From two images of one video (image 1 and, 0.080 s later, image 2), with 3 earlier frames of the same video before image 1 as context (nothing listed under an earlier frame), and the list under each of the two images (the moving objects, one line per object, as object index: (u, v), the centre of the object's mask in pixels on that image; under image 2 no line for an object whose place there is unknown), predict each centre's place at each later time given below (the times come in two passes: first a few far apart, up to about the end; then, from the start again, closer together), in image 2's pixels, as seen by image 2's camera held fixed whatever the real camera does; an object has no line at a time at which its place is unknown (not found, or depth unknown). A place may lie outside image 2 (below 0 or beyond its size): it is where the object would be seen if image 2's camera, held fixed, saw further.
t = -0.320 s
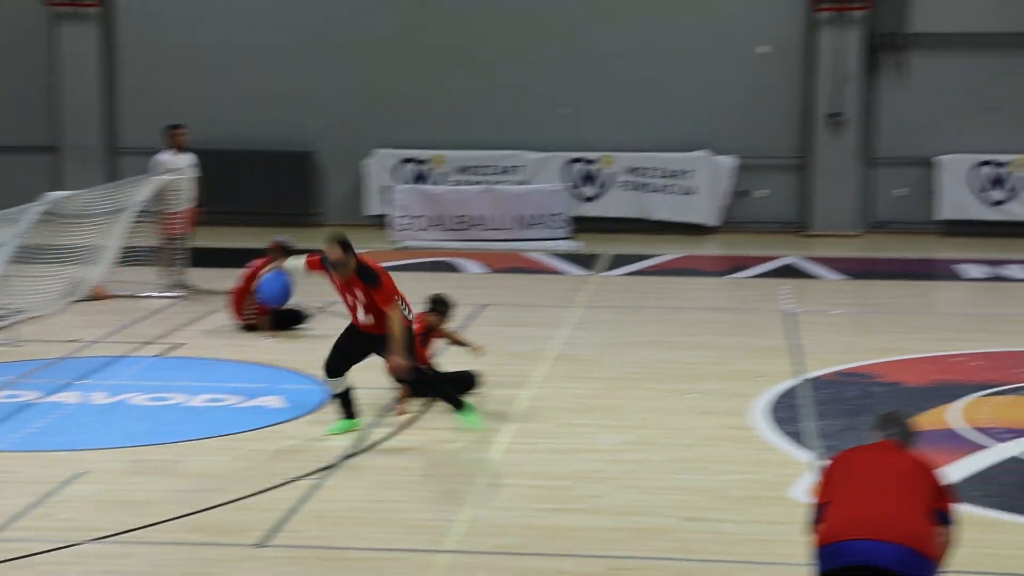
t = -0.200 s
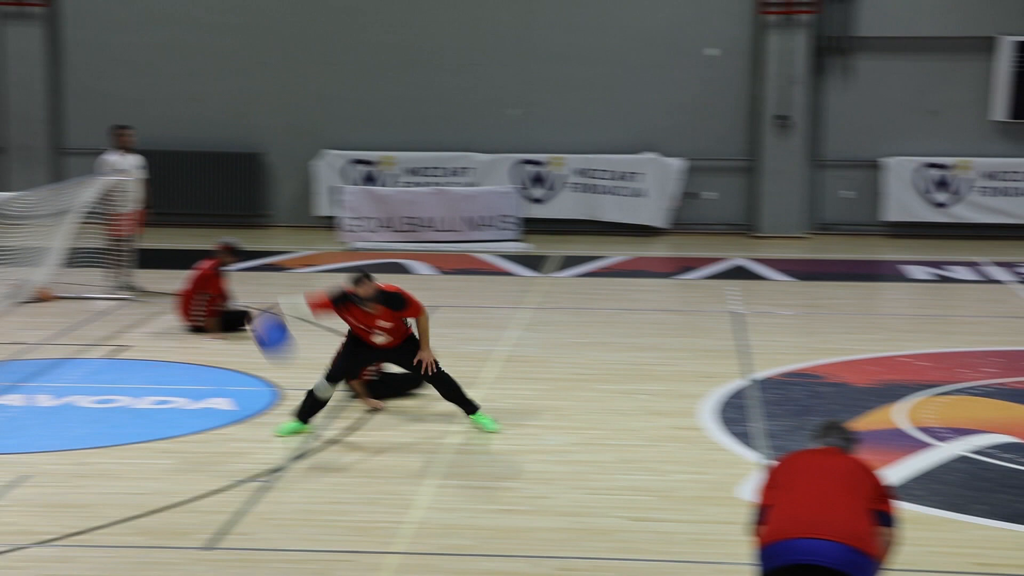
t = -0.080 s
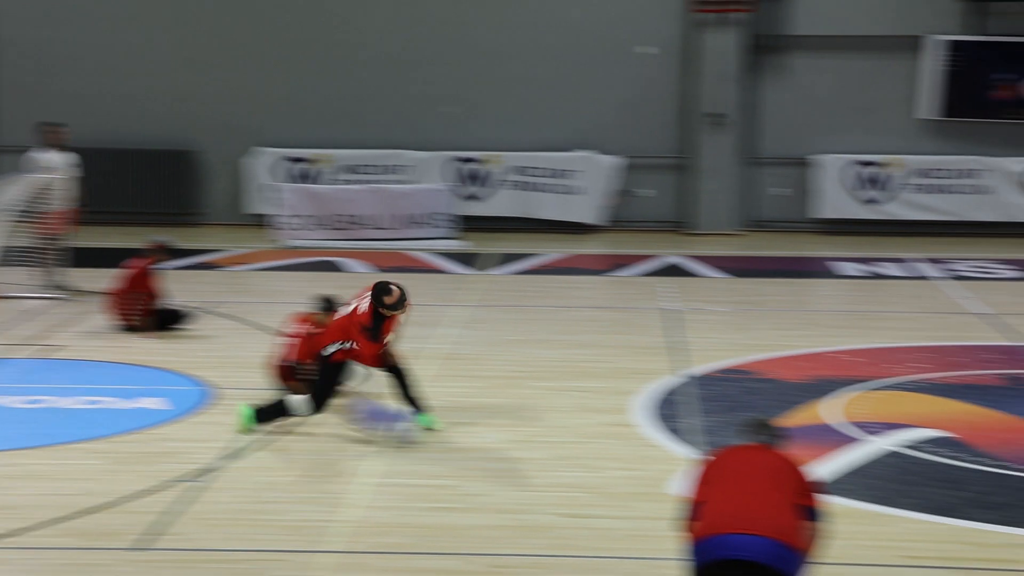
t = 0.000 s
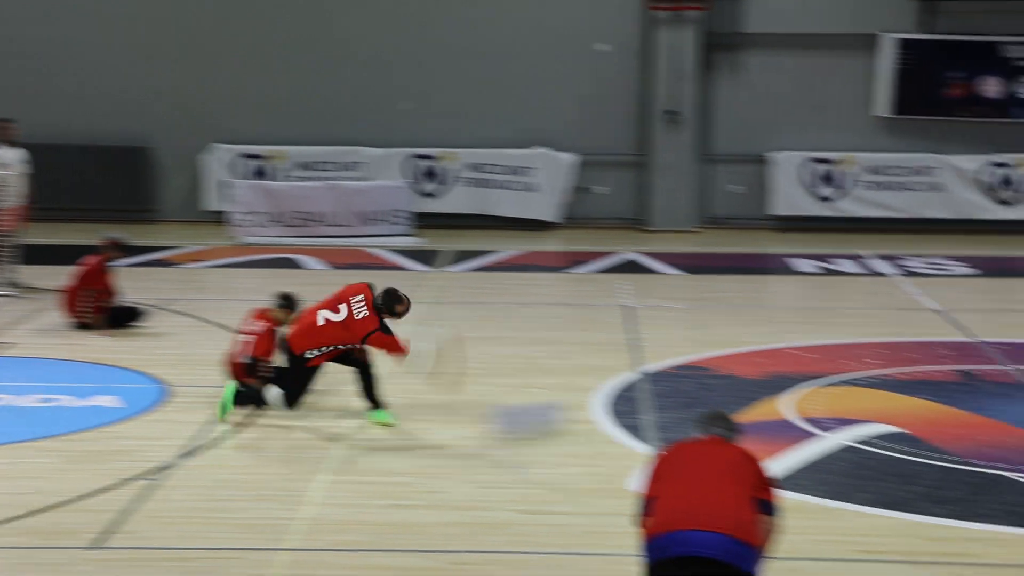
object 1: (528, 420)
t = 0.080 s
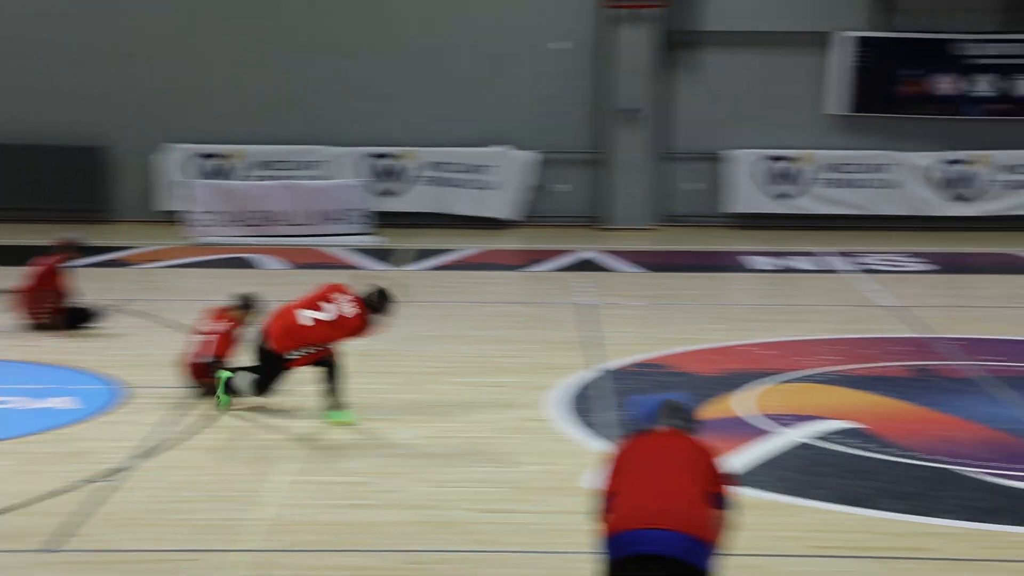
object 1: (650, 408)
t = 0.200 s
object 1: (894, 399)
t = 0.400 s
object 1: (1229, 393)
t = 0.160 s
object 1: (817, 402)
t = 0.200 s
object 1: (894, 399)
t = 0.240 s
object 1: (963, 399)
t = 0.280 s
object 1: (1036, 397)
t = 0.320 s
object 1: (1101, 397)
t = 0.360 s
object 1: (1166, 394)
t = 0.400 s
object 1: (1229, 393)
